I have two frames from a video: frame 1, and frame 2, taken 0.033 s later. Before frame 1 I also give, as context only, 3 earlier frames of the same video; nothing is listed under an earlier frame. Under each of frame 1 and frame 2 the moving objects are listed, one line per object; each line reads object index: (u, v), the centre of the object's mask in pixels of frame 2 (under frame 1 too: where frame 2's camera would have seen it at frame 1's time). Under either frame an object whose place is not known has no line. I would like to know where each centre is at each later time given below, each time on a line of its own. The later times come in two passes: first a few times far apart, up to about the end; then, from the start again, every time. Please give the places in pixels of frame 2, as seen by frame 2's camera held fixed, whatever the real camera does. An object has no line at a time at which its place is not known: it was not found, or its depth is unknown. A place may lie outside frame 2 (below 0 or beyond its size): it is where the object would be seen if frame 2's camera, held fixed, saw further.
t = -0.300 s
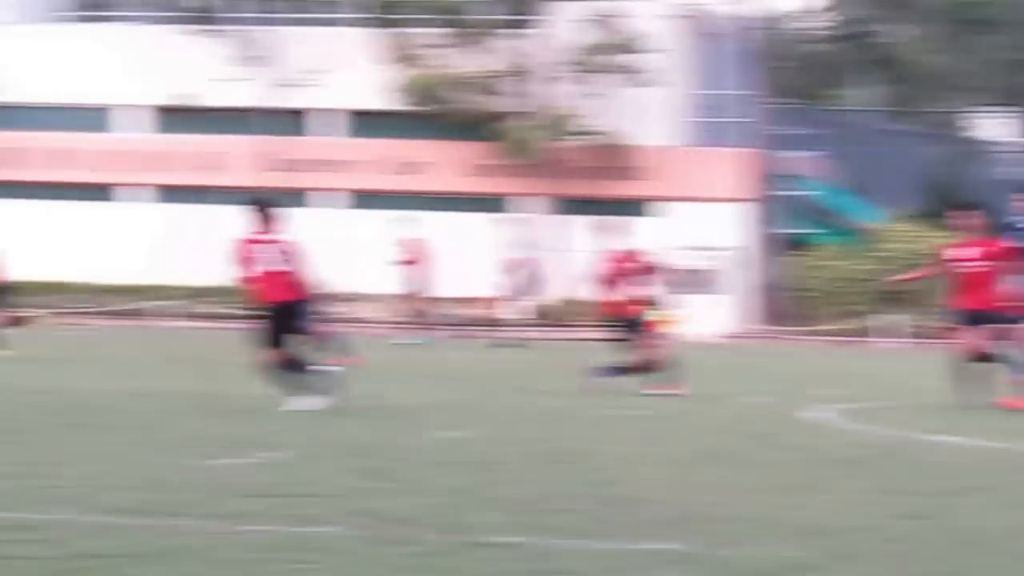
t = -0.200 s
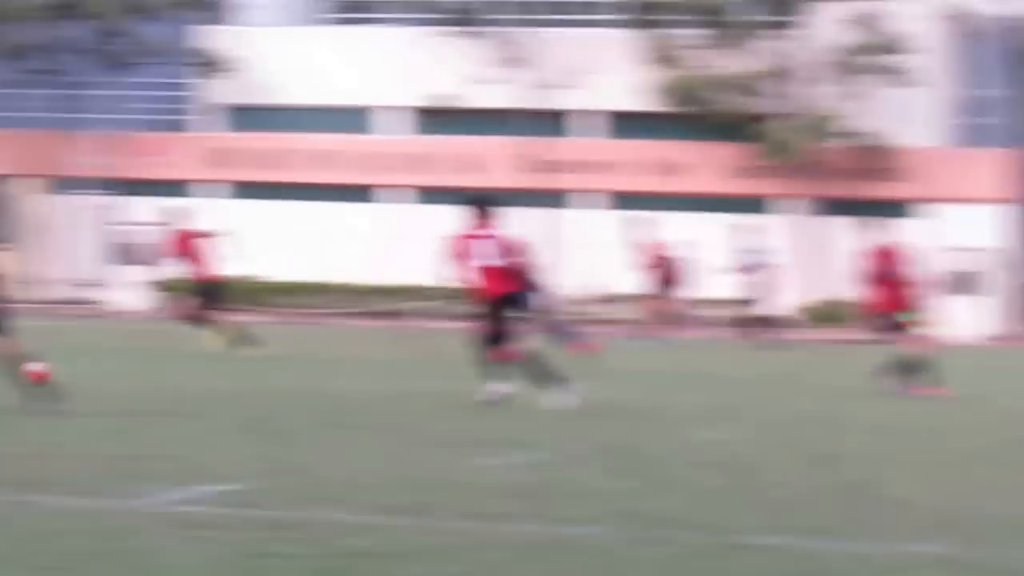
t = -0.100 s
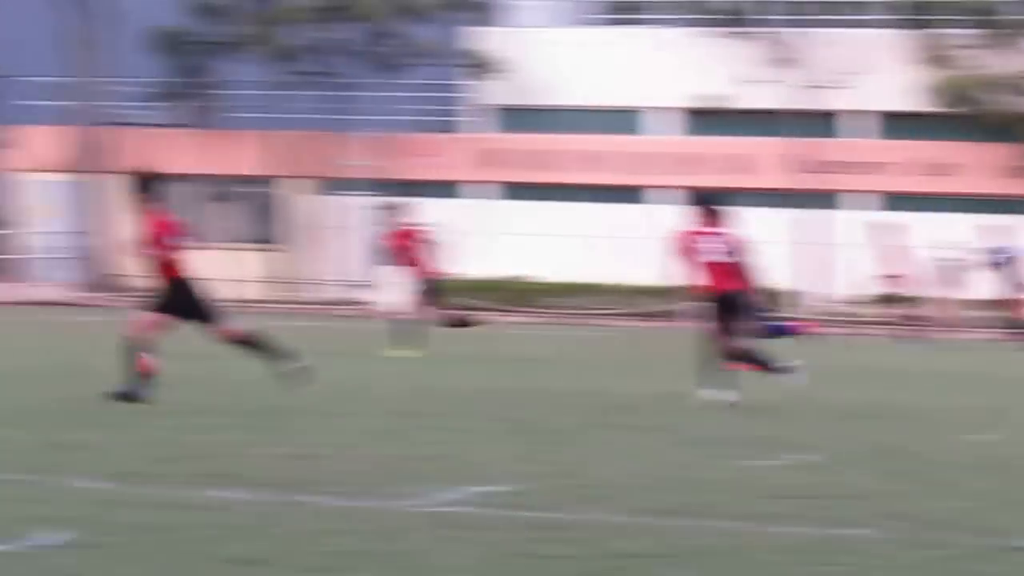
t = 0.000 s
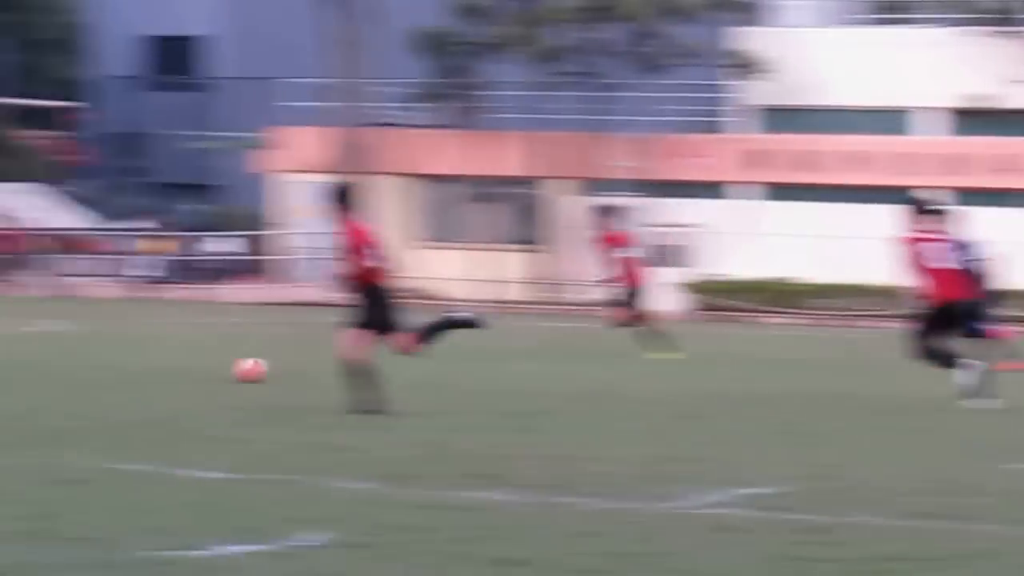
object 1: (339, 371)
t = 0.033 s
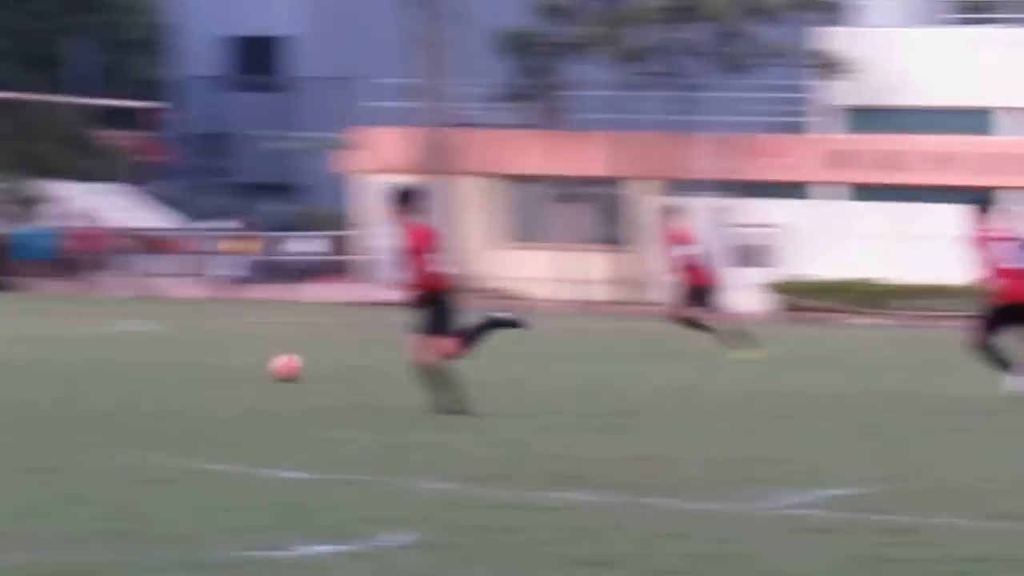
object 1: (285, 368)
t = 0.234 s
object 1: (11, 365)
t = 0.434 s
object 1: (-272, 344)
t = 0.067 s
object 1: (237, 365)
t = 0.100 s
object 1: (186, 364)
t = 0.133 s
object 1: (141, 364)
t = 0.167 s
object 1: (98, 365)
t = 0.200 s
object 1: (56, 364)
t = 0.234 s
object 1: (11, 365)
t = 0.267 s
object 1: (-33, 366)
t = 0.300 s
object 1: (-79, 360)
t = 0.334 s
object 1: (-128, 353)
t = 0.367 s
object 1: (-175, 349)
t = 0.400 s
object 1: (-223, 345)
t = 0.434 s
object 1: (-272, 344)
